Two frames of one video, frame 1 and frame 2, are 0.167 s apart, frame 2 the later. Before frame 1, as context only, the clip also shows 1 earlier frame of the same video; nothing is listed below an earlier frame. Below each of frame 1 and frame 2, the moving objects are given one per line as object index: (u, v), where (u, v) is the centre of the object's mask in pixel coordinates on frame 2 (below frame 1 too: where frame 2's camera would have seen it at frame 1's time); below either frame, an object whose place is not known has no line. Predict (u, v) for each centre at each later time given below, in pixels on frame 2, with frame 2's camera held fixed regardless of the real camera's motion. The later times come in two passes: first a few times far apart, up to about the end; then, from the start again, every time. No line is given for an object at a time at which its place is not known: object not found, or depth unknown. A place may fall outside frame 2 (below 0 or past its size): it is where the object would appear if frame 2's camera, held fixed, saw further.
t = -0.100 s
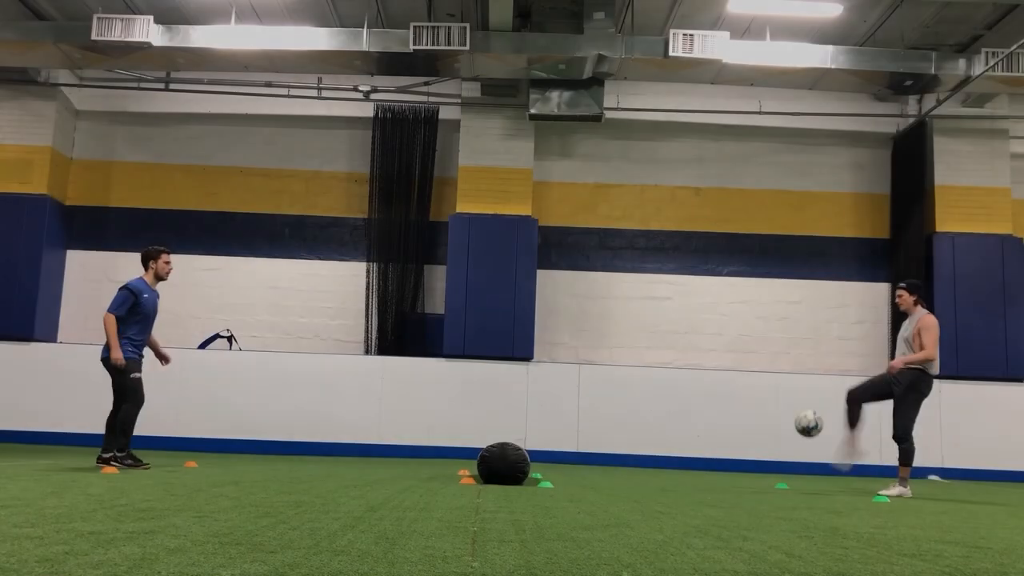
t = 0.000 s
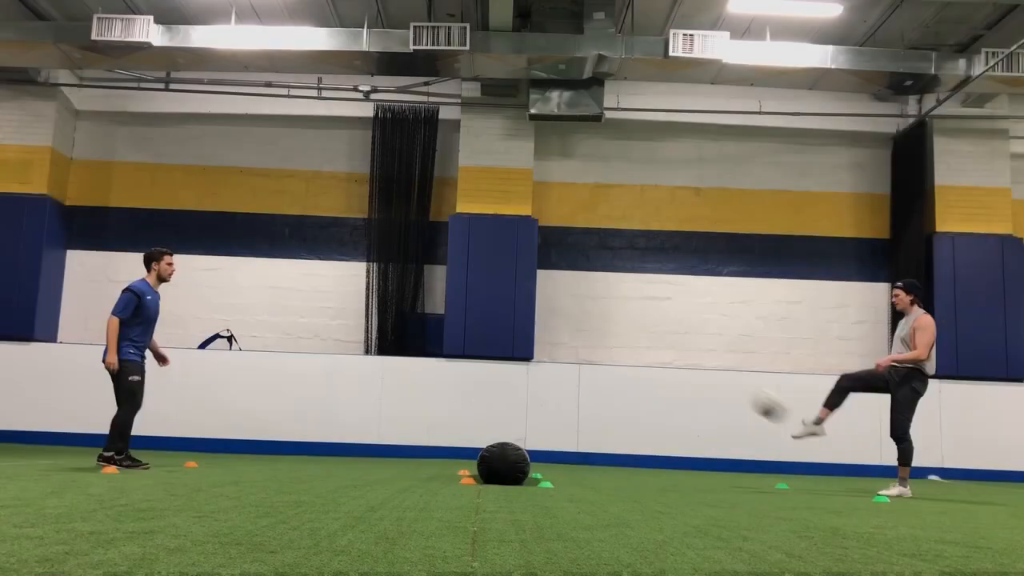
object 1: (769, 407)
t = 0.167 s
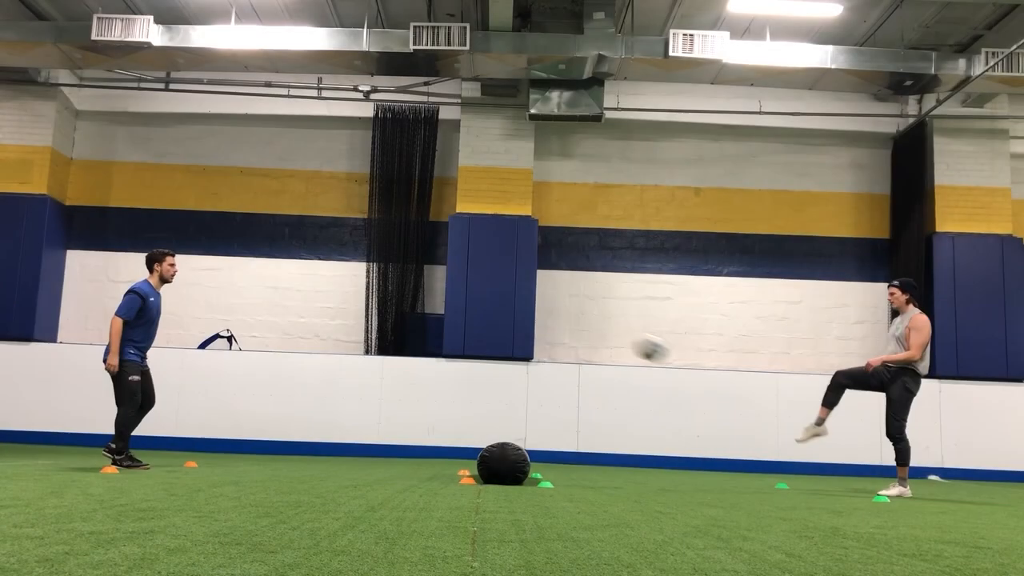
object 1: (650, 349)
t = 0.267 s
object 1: (581, 330)
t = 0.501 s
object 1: (416, 339)
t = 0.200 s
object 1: (628, 342)
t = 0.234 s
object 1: (606, 336)
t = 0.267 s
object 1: (581, 330)
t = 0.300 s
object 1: (558, 327)
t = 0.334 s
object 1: (533, 324)
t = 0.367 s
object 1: (511, 325)
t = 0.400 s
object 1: (488, 326)
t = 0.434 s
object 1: (464, 329)
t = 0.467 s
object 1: (440, 333)
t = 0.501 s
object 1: (416, 339)
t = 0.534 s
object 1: (395, 344)
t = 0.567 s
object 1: (372, 352)
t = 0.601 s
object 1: (344, 365)
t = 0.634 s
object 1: (319, 376)
